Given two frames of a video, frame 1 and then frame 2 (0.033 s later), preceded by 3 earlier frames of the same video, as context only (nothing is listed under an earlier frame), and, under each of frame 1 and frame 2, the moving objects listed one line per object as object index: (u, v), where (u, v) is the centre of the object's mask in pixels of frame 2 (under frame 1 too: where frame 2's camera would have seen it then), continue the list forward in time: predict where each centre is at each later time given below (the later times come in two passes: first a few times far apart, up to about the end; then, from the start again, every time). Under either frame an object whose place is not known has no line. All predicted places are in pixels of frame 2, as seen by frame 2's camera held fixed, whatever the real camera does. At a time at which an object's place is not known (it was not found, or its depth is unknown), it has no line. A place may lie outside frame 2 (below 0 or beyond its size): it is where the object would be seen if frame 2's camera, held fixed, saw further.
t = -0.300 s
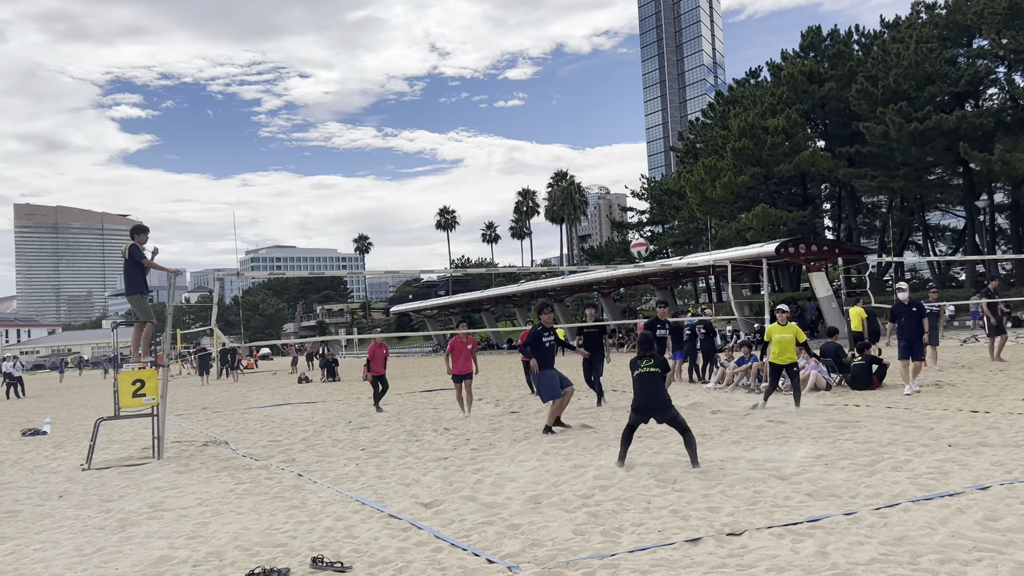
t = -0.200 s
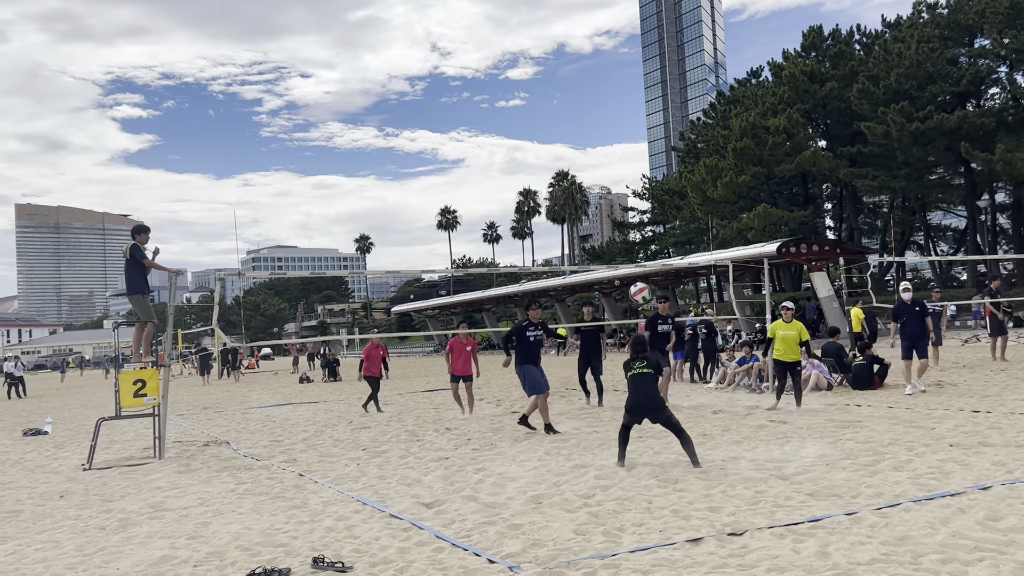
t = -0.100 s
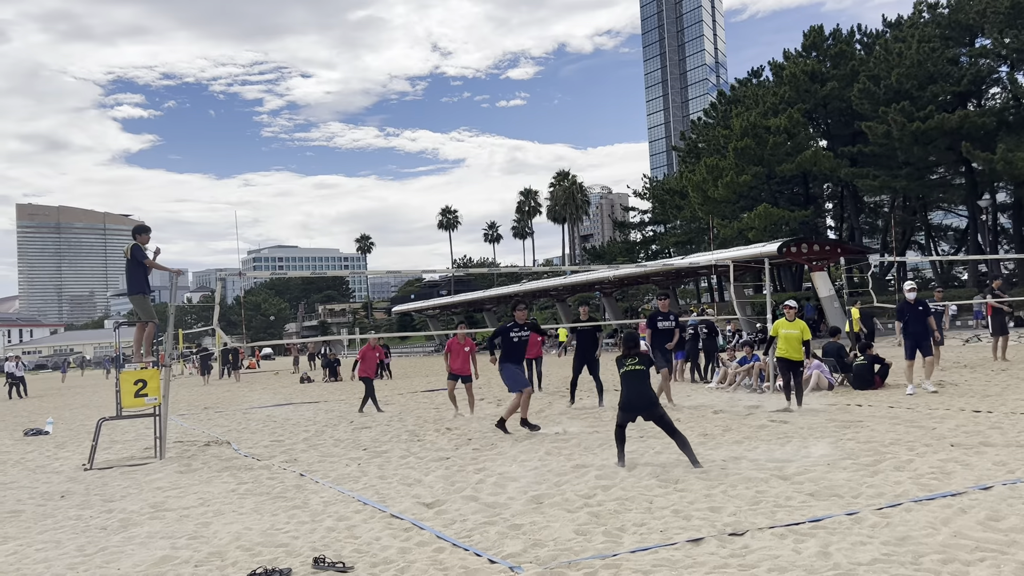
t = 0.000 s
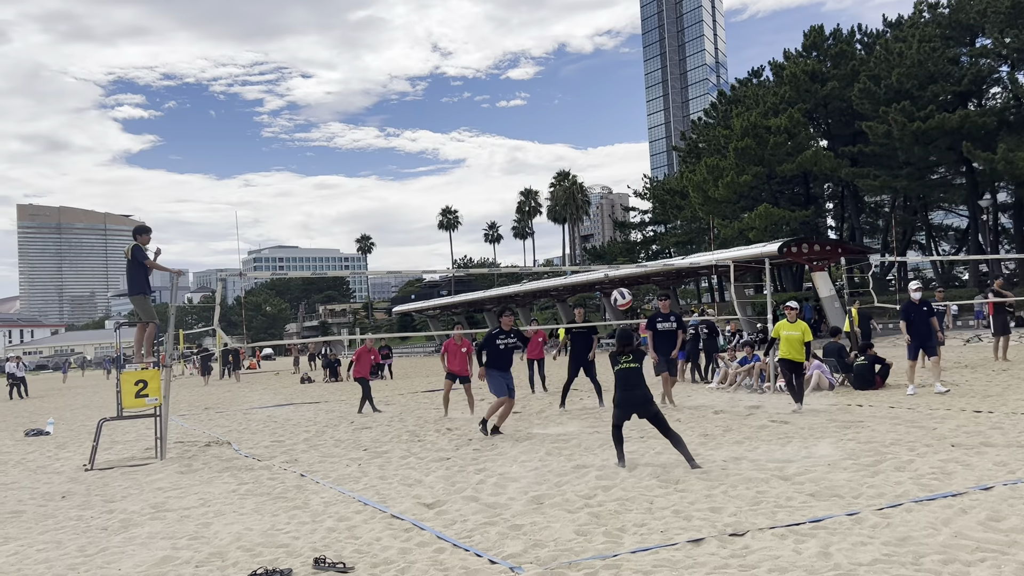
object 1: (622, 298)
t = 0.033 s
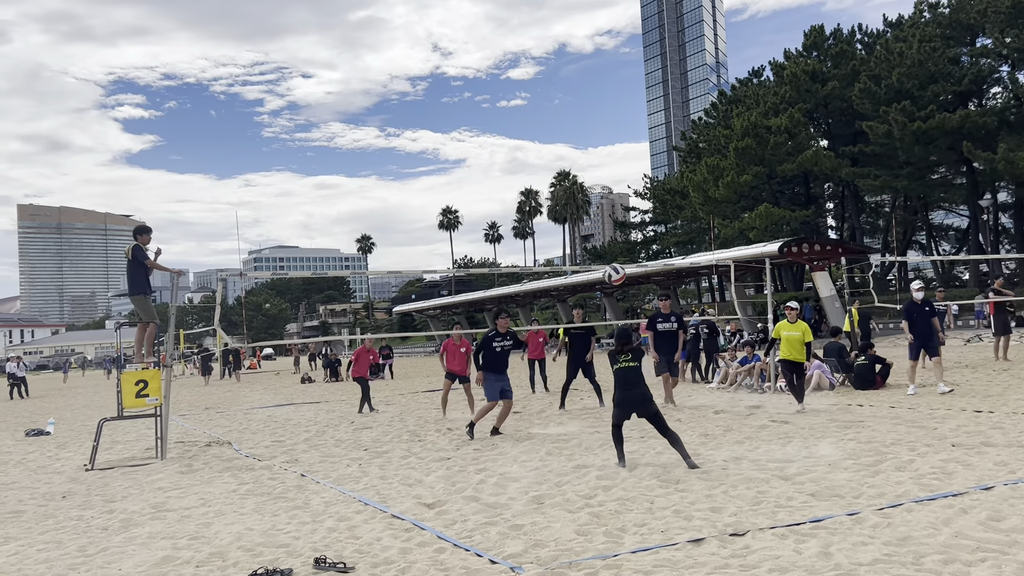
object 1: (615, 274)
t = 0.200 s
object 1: (582, 173)
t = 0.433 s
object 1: (543, 89)
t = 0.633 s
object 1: (514, 60)
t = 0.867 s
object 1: (487, 70)
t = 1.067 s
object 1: (468, 113)
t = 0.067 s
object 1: (607, 251)
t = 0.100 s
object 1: (601, 229)
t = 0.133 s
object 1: (594, 210)
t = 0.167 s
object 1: (588, 191)
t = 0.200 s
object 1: (582, 173)
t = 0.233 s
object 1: (576, 158)
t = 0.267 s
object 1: (571, 144)
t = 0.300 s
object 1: (565, 130)
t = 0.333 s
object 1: (559, 118)
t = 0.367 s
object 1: (554, 107)
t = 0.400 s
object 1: (548, 97)
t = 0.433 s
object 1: (543, 89)
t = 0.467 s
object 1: (538, 81)
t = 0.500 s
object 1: (533, 74)
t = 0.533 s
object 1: (528, 69)
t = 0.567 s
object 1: (524, 65)
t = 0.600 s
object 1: (519, 62)
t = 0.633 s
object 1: (514, 60)
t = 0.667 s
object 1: (510, 58)
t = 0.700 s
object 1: (506, 58)
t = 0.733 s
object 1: (502, 59)
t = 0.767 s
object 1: (498, 60)
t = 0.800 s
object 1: (494, 63)
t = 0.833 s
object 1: (490, 66)
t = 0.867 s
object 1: (487, 70)
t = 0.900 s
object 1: (484, 75)
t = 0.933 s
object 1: (480, 81)
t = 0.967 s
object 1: (477, 88)
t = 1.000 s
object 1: (474, 96)
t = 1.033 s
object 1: (471, 104)
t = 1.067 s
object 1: (468, 113)
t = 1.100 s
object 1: (465, 123)
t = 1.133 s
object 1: (462, 133)
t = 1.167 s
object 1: (459, 145)
